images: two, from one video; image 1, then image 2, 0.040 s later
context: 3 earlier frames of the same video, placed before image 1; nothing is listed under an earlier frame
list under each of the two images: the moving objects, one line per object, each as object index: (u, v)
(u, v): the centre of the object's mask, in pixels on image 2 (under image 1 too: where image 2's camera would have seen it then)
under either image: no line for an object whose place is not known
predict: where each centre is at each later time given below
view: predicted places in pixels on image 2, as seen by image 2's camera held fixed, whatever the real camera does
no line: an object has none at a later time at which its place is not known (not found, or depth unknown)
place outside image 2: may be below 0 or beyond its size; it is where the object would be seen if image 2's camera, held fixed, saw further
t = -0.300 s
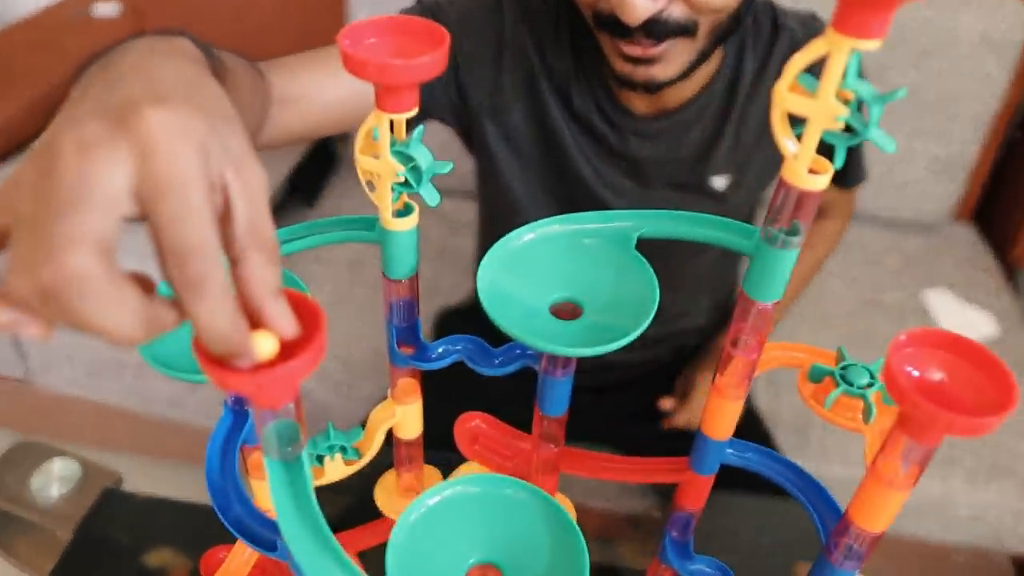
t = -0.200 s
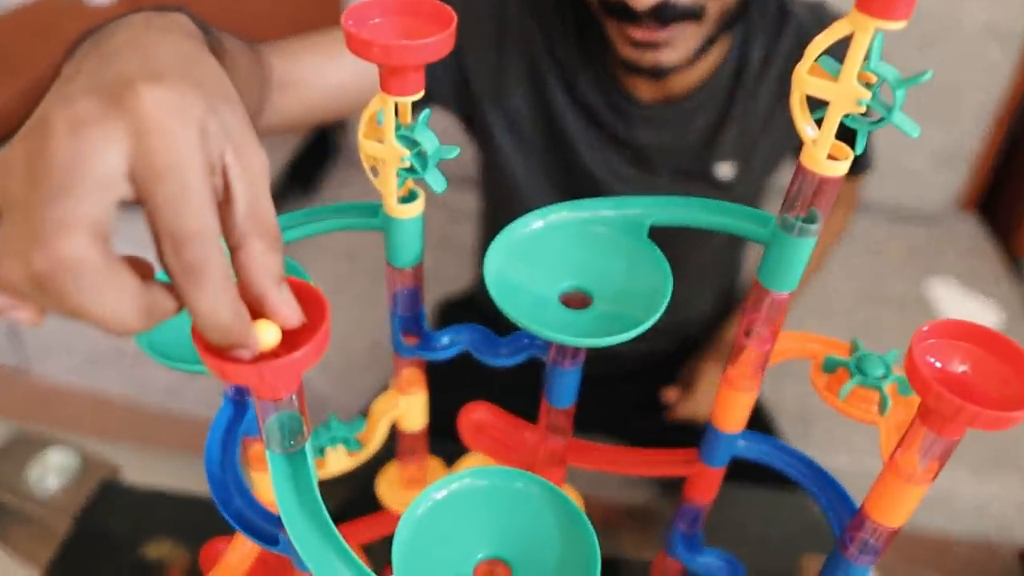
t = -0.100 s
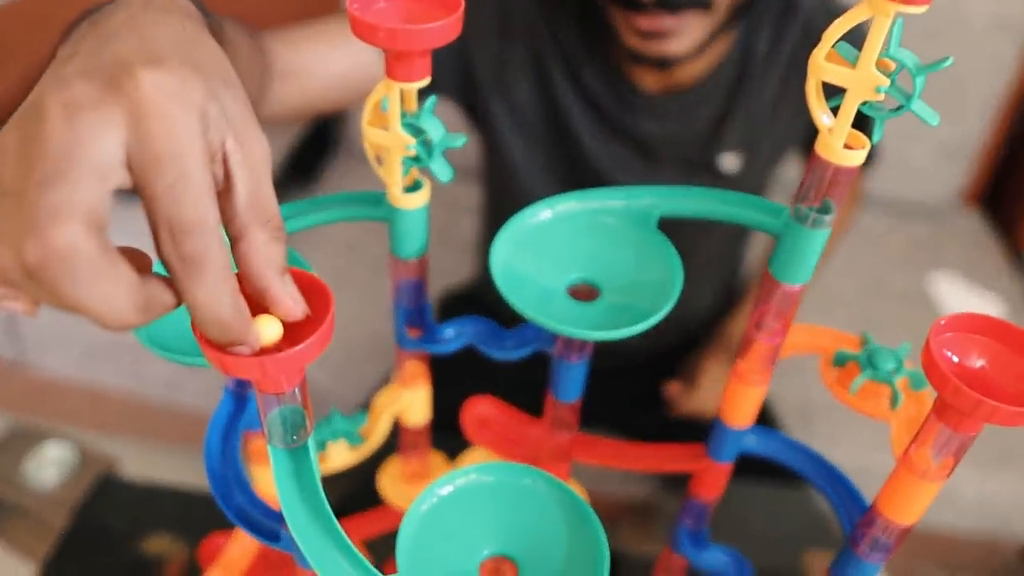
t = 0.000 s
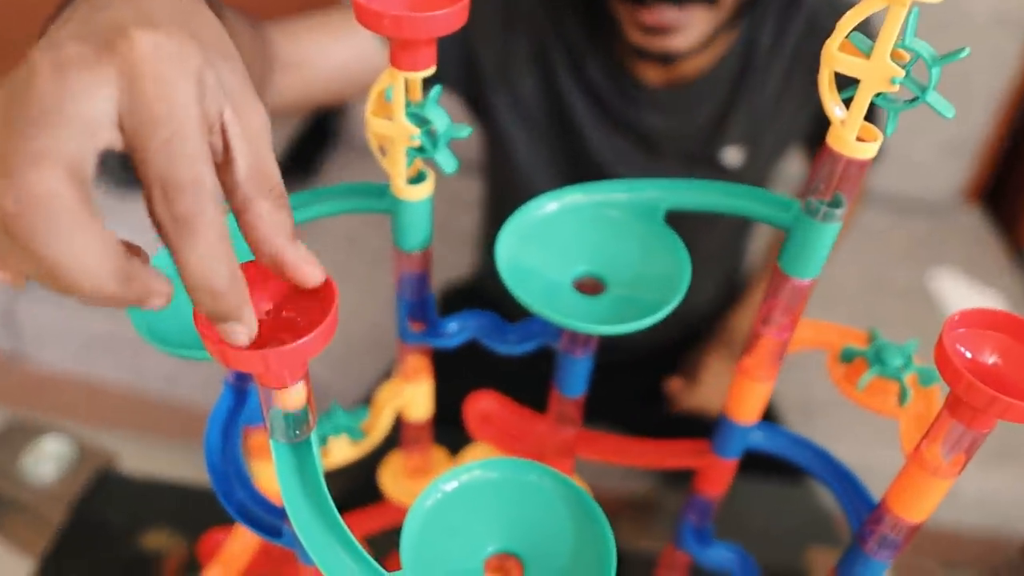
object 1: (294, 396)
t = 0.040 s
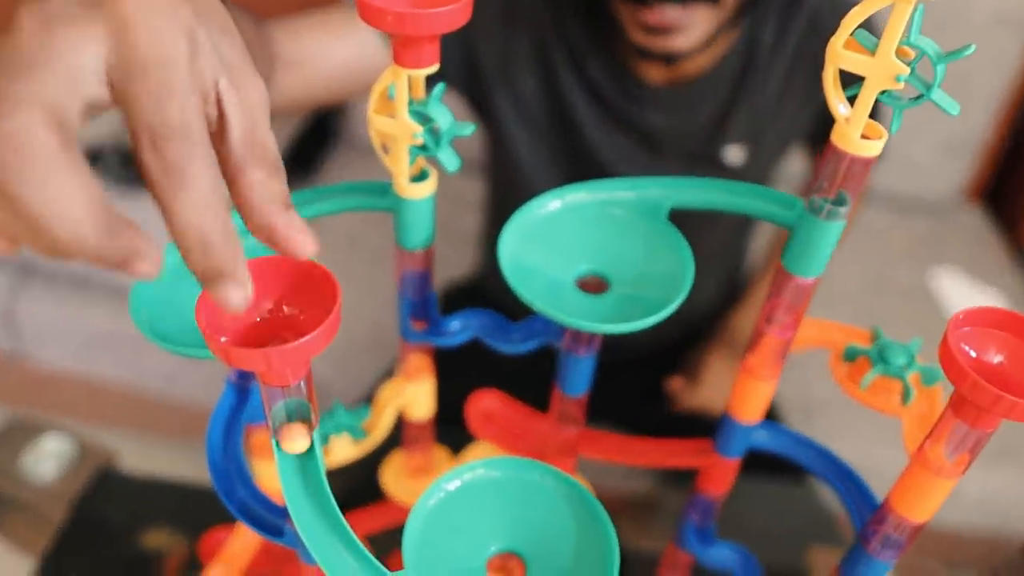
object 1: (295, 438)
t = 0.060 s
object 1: (294, 437)
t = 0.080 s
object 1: (296, 436)
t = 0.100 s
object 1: (293, 436)
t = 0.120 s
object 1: (296, 438)
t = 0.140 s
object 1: (296, 443)
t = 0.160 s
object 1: (296, 450)
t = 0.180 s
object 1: (297, 457)
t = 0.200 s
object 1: (298, 465)
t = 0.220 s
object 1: (301, 474)
